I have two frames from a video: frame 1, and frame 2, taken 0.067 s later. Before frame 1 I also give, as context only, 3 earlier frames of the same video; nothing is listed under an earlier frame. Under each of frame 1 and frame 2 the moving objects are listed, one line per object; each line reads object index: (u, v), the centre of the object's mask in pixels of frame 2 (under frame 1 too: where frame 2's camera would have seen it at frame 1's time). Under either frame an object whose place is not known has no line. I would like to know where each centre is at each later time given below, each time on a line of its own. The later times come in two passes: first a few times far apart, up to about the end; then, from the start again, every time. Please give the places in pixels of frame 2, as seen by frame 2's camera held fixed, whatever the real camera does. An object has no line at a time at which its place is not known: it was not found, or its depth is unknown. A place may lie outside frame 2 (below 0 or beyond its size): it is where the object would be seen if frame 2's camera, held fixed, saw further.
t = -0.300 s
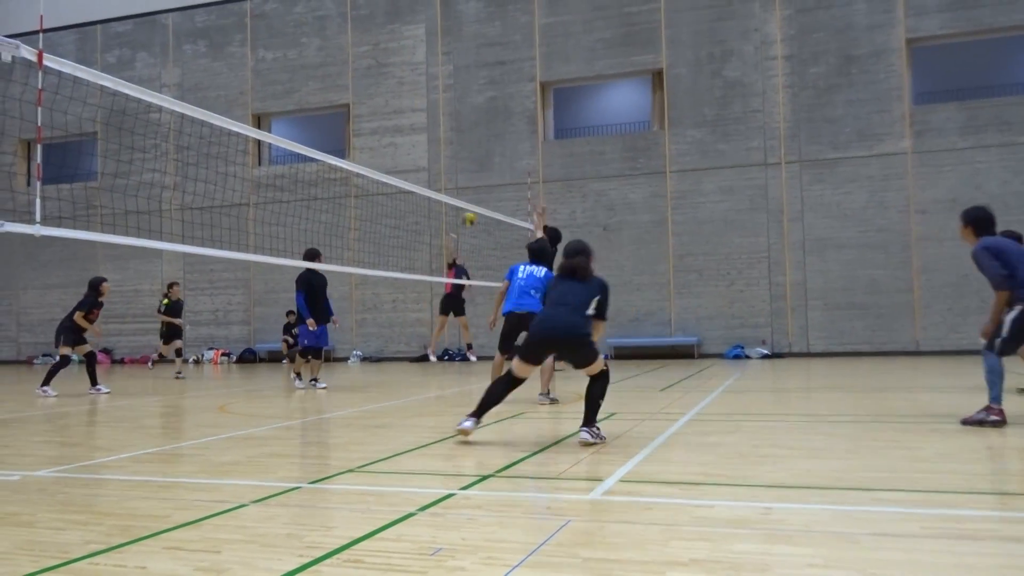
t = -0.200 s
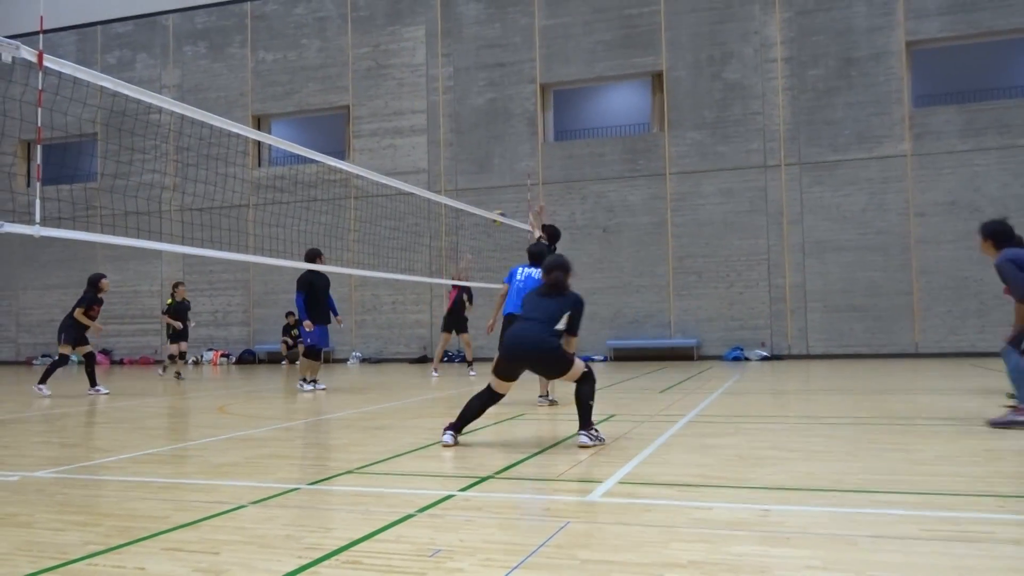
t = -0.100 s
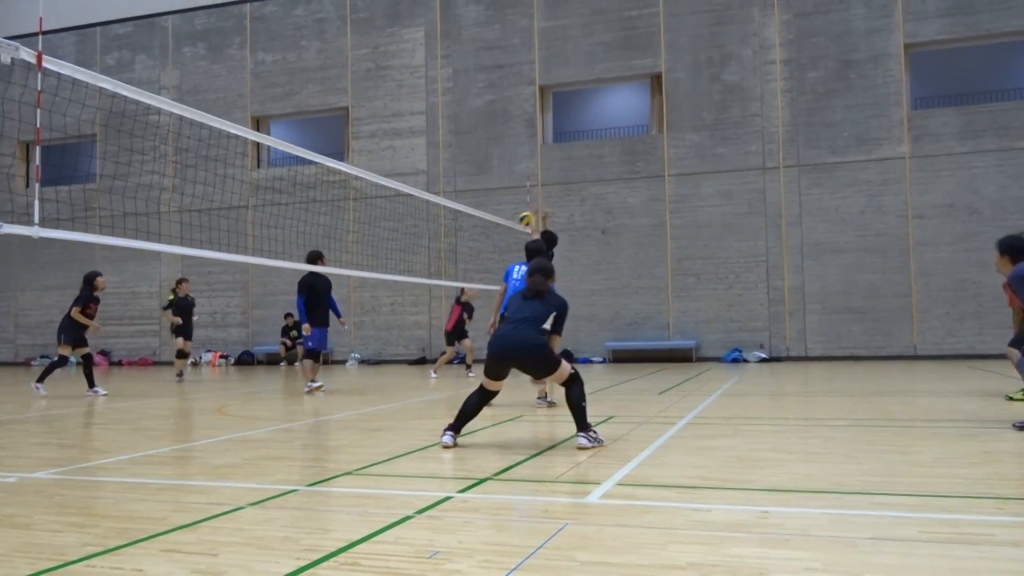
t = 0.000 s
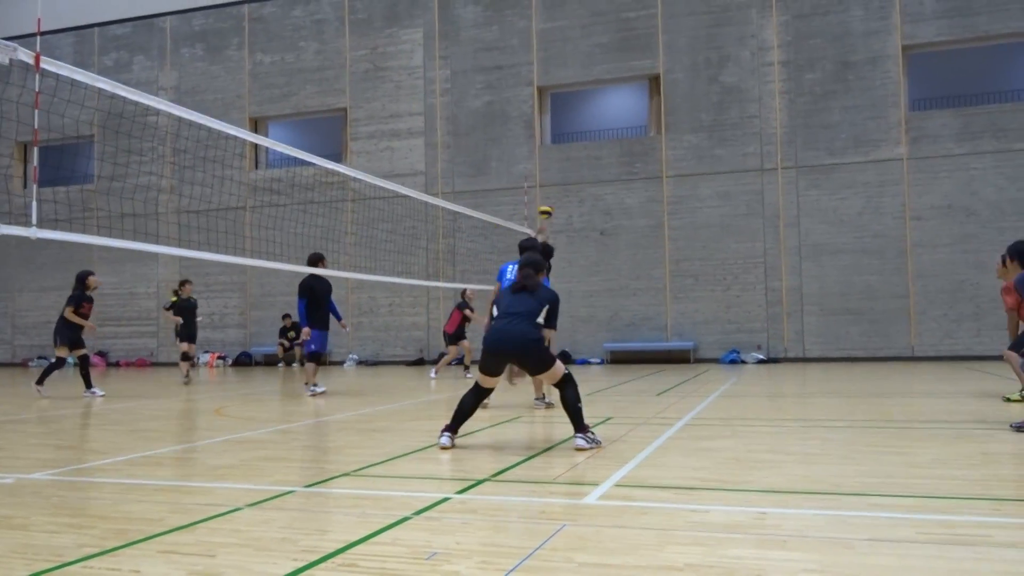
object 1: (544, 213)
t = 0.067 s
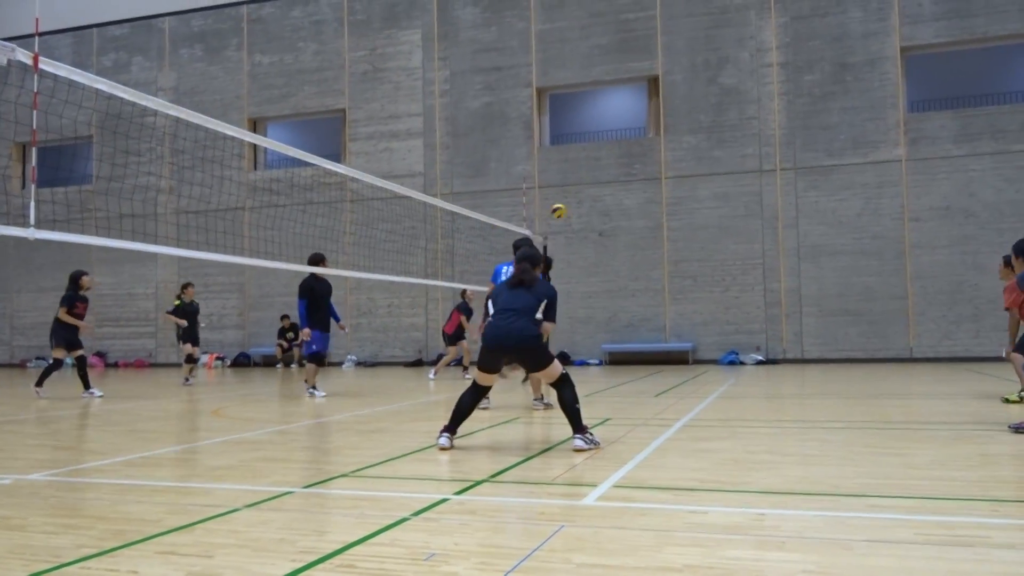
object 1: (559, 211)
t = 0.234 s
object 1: (595, 219)
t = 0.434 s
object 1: (641, 258)
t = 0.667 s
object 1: (697, 342)
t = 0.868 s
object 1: (747, 332)
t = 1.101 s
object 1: (808, 277)
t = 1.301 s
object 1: (864, 262)
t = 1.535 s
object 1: (935, 286)
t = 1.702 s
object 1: (987, 335)
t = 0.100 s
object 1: (566, 211)
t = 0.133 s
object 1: (572, 212)
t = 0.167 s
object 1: (580, 214)
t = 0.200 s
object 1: (588, 216)
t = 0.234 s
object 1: (595, 219)
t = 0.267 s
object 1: (603, 224)
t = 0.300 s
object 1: (610, 228)
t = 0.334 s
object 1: (617, 234)
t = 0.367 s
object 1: (626, 241)
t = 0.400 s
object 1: (633, 248)
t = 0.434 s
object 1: (641, 258)
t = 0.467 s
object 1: (649, 266)
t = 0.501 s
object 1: (657, 276)
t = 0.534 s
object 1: (665, 286)
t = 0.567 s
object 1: (673, 299)
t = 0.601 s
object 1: (681, 313)
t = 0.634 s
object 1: (689, 326)
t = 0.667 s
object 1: (697, 342)
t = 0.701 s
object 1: (705, 356)
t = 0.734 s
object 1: (713, 374)
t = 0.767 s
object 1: (722, 367)
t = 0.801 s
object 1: (730, 355)
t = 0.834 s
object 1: (739, 343)
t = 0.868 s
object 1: (747, 332)
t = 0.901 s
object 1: (755, 322)
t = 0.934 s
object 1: (764, 313)
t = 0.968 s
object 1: (773, 304)
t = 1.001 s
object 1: (781, 296)
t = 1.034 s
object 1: (790, 289)
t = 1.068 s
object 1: (799, 282)
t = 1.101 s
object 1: (808, 277)
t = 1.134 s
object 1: (817, 273)
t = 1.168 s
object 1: (826, 269)
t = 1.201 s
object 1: (835, 266)
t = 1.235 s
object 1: (845, 264)
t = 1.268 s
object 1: (854, 263)
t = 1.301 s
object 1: (864, 262)
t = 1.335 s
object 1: (874, 263)
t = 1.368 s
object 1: (884, 265)
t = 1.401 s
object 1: (893, 268)
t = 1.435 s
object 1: (904, 271)
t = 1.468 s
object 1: (914, 276)
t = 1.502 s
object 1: (924, 280)
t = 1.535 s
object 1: (935, 286)
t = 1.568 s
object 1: (945, 294)
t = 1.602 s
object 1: (956, 304)
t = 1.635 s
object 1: (966, 314)
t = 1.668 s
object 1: (977, 324)
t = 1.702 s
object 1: (987, 335)
